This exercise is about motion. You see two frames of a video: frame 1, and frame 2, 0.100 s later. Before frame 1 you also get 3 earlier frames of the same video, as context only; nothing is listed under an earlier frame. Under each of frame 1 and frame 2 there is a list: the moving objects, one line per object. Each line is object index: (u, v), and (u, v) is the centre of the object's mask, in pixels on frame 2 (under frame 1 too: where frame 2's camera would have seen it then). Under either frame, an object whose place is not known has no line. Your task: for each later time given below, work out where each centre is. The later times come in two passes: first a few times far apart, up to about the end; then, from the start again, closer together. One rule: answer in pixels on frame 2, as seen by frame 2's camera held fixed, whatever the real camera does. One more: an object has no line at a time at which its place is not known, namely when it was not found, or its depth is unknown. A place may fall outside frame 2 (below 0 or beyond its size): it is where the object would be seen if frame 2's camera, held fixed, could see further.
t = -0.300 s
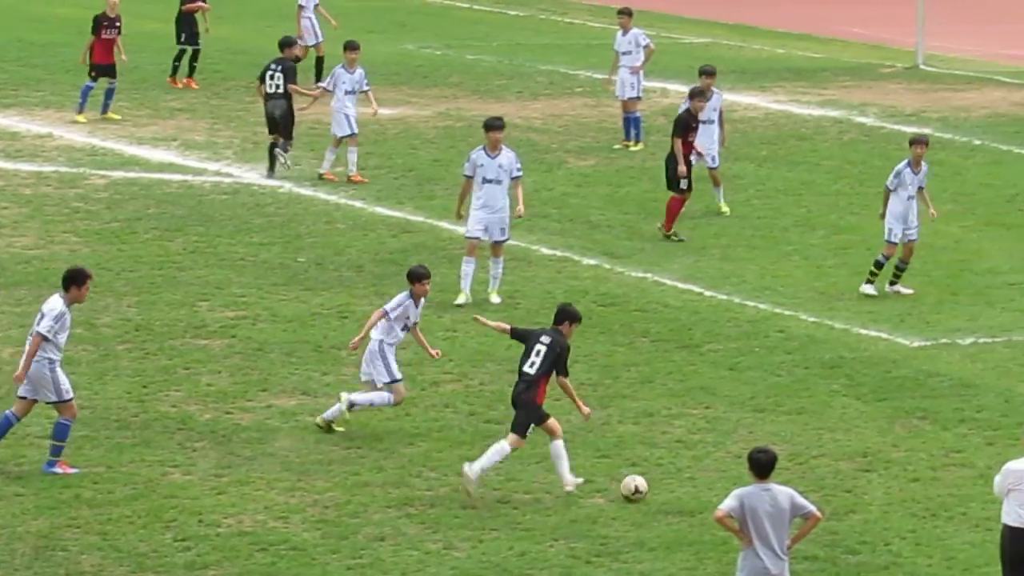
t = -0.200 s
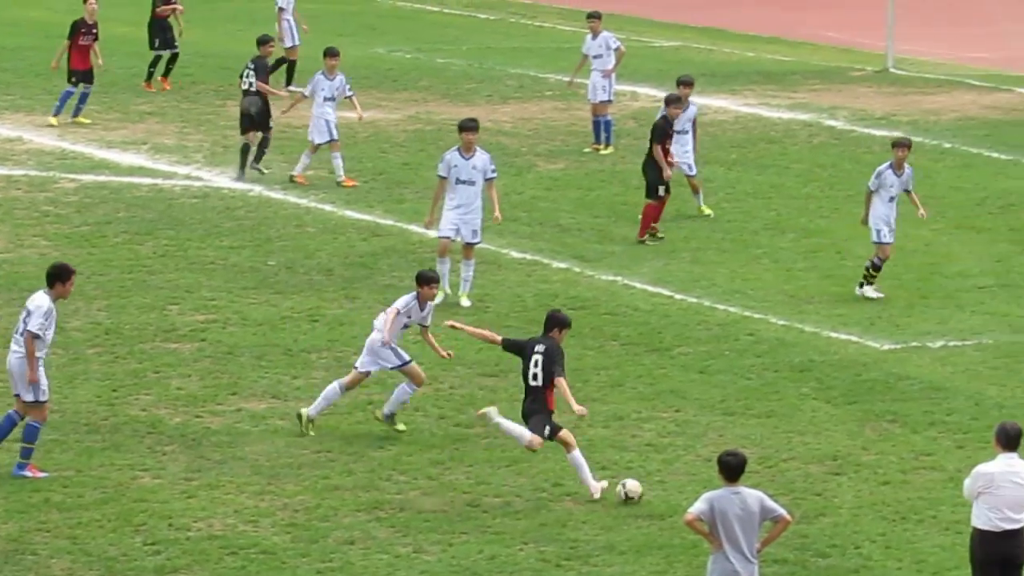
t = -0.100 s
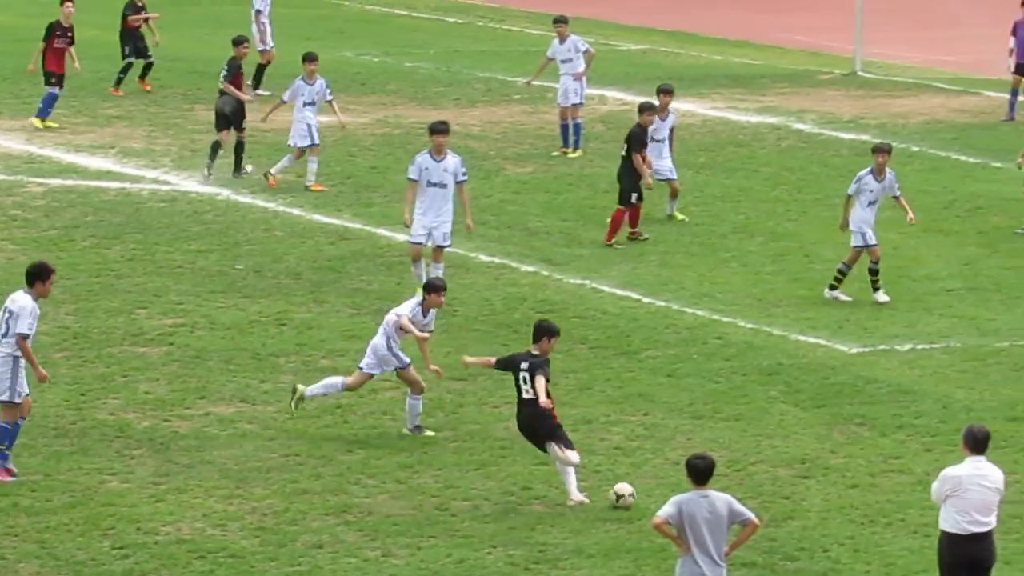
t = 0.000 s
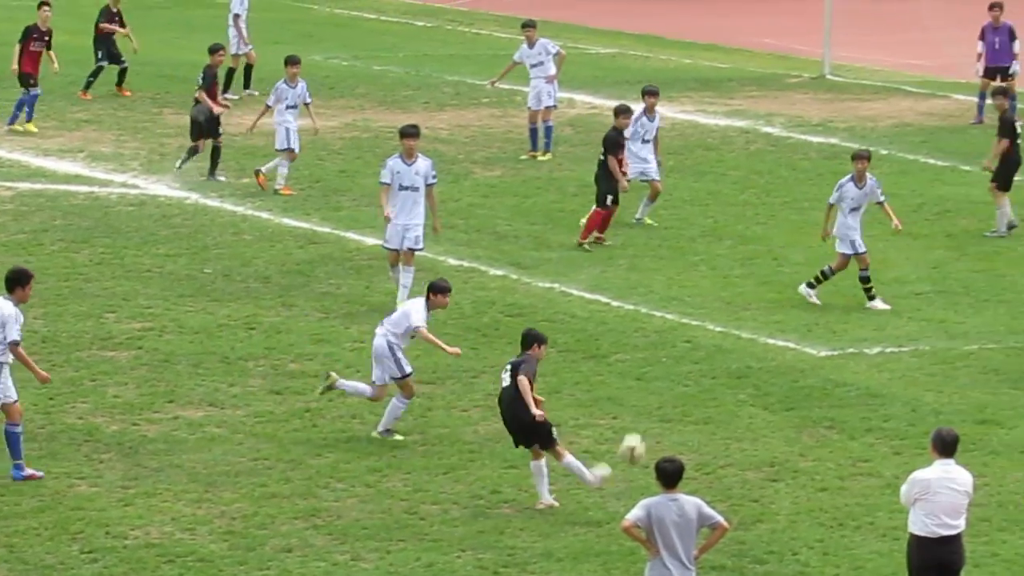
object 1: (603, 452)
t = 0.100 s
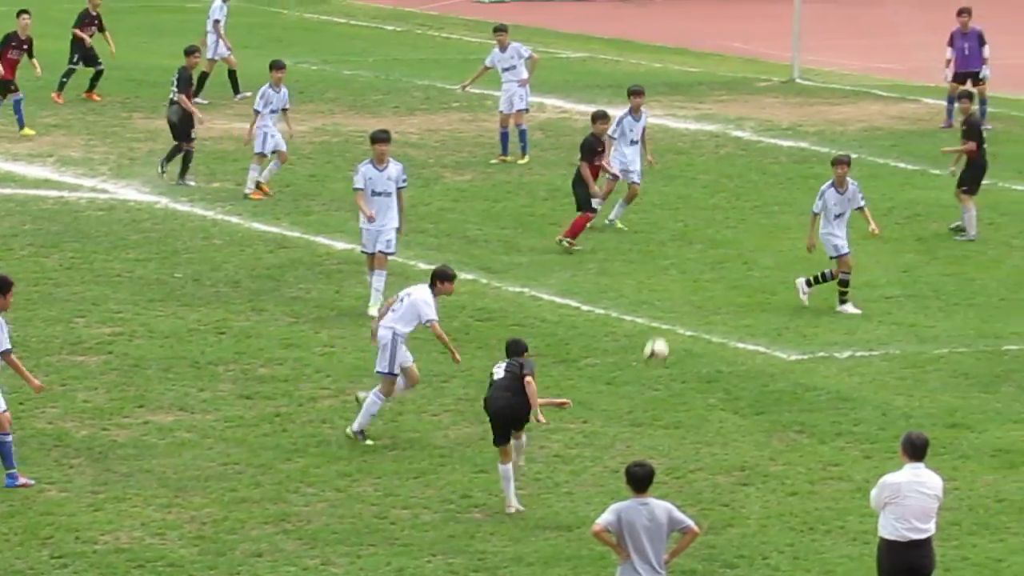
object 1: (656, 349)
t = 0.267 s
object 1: (734, 213)
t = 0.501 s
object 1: (823, 73)
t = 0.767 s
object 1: (910, -25)
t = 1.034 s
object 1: (980, -66)
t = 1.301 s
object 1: (1039, -57)
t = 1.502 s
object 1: (1075, -23)
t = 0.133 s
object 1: (673, 320)
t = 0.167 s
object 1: (690, 292)
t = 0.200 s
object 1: (705, 265)
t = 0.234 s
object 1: (720, 238)
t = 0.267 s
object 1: (734, 213)
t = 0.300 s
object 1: (748, 190)
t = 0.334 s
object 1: (761, 166)
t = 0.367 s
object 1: (775, 147)
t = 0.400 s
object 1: (787, 126)
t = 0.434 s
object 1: (800, 107)
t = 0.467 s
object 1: (812, 89)
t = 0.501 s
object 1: (823, 73)
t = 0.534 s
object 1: (835, 57)
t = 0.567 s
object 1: (847, 42)
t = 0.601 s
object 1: (858, 28)
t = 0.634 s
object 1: (869, 16)
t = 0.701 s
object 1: (890, -7)
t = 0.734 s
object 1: (901, -16)
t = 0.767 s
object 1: (910, -25)
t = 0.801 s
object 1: (920, -33)
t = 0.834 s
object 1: (929, -40)
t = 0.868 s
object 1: (938, -47)
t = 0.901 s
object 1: (947, -53)
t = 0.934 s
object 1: (956, -57)
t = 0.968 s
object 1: (964, -61)
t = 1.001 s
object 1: (973, -64)
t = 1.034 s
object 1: (980, -66)
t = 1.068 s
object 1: (988, -67)
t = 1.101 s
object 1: (996, -68)
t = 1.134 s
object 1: (1004, -68)
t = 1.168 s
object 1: (1010, -67)
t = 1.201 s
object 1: (1018, -66)
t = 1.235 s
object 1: (1025, -65)
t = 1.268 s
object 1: (1032, -61)
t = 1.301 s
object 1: (1039, -57)
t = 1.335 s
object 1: (1045, -52)
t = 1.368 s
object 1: (1052, -48)
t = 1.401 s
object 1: (1058, -43)
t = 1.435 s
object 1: (1064, -37)
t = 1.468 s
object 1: (1069, -31)
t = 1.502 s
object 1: (1075, -23)
